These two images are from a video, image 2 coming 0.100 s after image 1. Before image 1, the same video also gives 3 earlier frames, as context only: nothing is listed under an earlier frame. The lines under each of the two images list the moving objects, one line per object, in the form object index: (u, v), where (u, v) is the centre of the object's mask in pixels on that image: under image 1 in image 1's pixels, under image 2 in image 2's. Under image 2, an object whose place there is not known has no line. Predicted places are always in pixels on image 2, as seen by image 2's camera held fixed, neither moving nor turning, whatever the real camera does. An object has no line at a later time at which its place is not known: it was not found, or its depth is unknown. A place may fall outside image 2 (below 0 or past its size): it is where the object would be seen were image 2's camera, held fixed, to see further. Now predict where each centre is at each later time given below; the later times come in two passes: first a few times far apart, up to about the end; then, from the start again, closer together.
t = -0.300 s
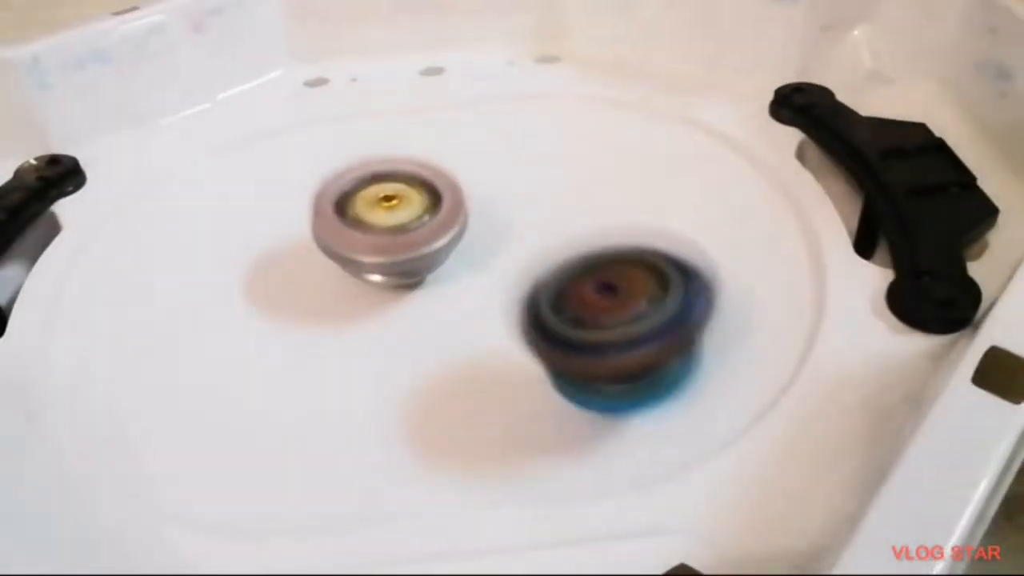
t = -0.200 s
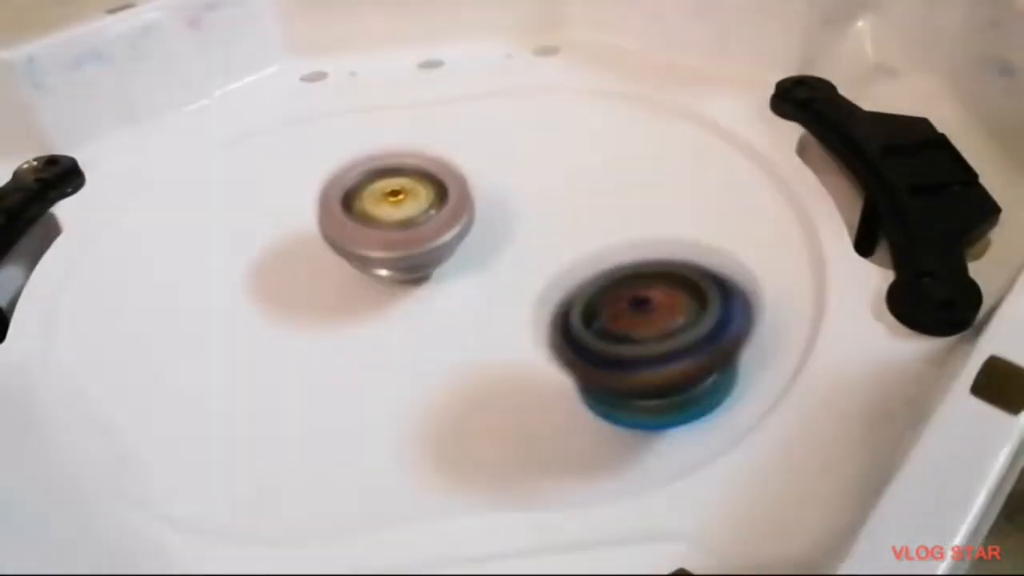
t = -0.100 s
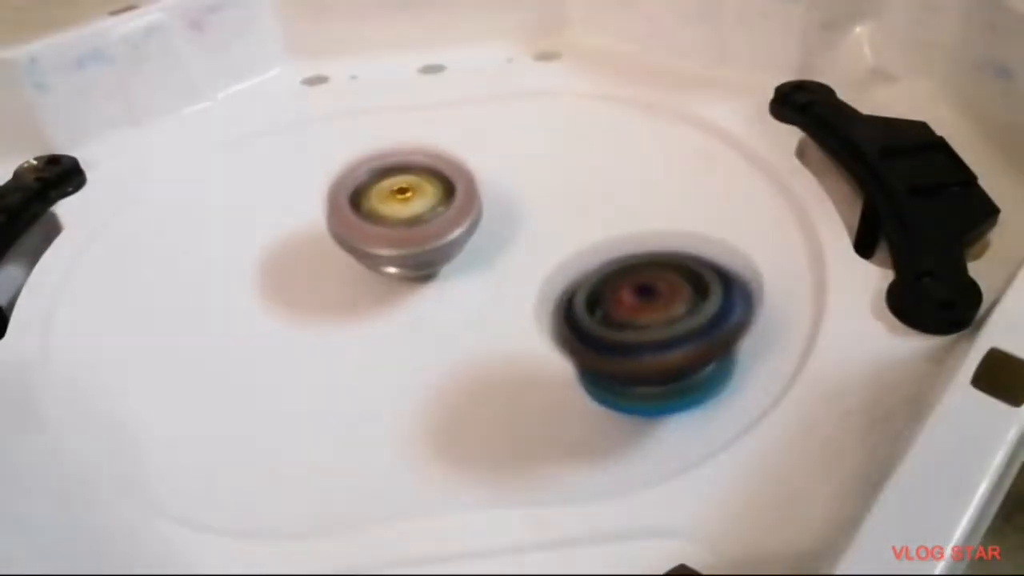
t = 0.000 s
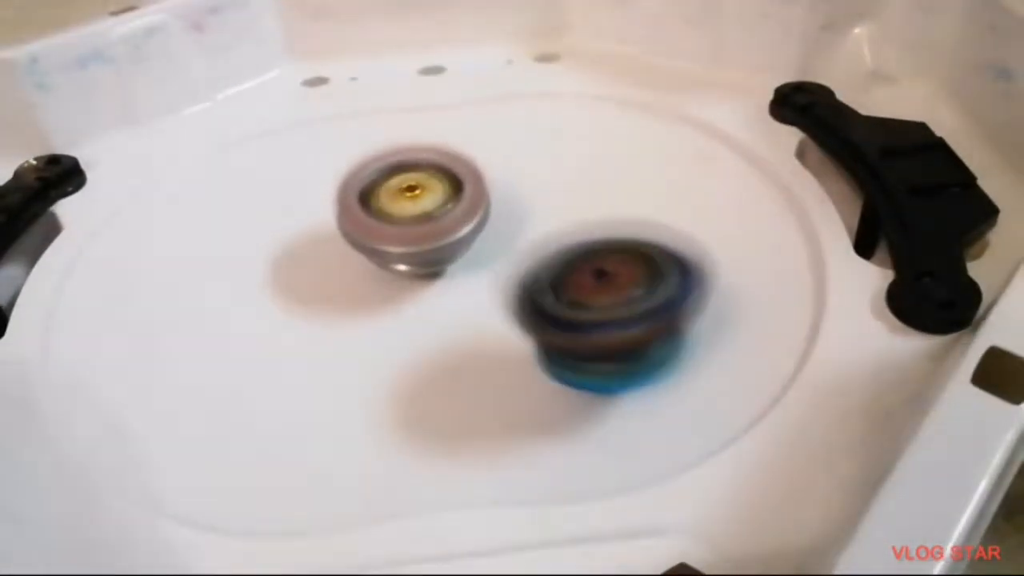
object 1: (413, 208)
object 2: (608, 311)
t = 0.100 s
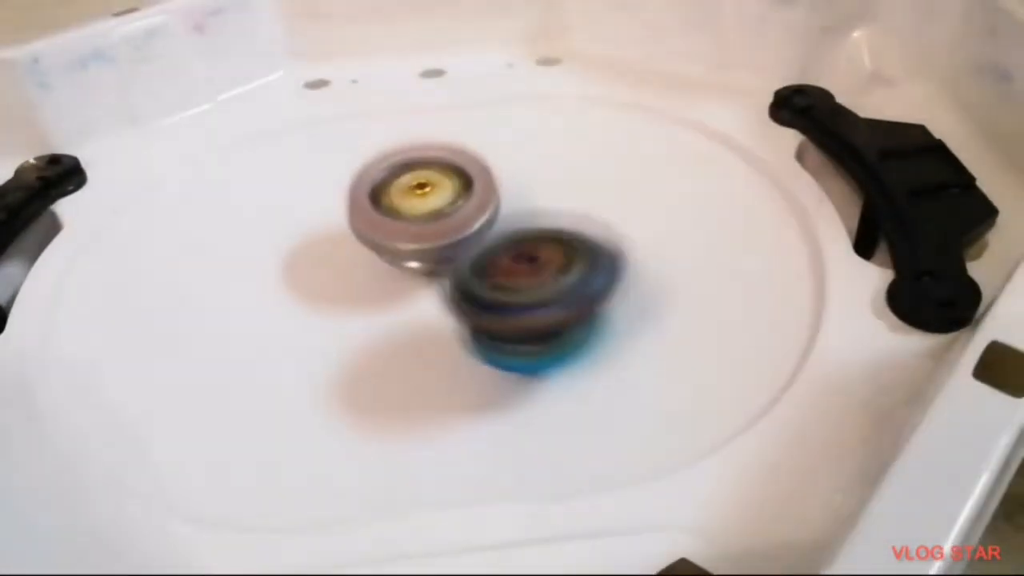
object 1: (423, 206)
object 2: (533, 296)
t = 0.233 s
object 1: (447, 187)
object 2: (409, 310)
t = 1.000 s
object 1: (557, 221)
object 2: (215, 199)
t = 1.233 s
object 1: (557, 234)
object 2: (109, 180)
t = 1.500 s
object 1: (522, 247)
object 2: (282, 183)
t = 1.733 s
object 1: (463, 259)
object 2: (441, 100)
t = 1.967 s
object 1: (383, 270)
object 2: (474, 104)
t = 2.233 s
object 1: (312, 256)
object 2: (632, 149)
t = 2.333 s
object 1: (304, 246)
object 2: (672, 149)
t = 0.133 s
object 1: (423, 199)
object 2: (506, 292)
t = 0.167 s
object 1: (428, 194)
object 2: (477, 291)
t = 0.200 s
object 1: (438, 188)
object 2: (442, 301)
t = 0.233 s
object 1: (447, 187)
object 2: (409, 310)
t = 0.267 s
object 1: (452, 189)
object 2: (376, 320)
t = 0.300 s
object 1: (456, 186)
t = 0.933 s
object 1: (523, 219)
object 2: (274, 235)
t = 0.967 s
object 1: (544, 219)
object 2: (245, 216)
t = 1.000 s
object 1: (557, 221)
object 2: (215, 199)
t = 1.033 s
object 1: (562, 223)
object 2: (186, 186)
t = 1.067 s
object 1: (563, 225)
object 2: (162, 177)
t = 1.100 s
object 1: (563, 227)
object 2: (139, 171)
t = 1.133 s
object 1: (563, 228)
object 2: (118, 166)
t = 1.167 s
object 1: (562, 230)
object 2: (103, 166)
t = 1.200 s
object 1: (559, 232)
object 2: (101, 172)
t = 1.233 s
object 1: (557, 234)
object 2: (109, 180)
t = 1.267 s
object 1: (554, 236)
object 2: (115, 185)
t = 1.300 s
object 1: (551, 237)
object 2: (125, 189)
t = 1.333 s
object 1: (547, 240)
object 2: (144, 194)
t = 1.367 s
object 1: (543, 241)
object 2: (163, 197)
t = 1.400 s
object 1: (539, 243)
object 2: (188, 198)
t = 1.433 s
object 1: (534, 245)
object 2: (218, 195)
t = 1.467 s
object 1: (528, 245)
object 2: (250, 191)
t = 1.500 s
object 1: (522, 247)
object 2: (282, 183)
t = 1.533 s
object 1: (515, 248)
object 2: (315, 175)
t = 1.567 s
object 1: (509, 251)
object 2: (348, 163)
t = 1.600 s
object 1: (501, 253)
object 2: (376, 152)
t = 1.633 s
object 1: (491, 255)
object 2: (399, 137)
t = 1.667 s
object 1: (482, 257)
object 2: (418, 124)
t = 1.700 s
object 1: (472, 258)
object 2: (432, 112)
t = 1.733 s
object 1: (463, 259)
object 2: (441, 100)
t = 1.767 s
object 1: (452, 260)
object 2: (447, 91)
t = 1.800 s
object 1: (436, 263)
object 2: (451, 86)
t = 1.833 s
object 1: (420, 267)
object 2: (454, 83)
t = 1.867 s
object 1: (409, 269)
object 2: (457, 84)
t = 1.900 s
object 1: (401, 270)
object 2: (460, 88)
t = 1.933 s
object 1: (393, 270)
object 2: (466, 95)
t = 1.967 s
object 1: (383, 270)
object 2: (474, 104)
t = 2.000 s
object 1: (373, 270)
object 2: (483, 113)
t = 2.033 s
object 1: (363, 269)
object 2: (498, 124)
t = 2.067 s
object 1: (353, 267)
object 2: (520, 133)
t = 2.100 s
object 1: (344, 266)
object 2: (543, 141)
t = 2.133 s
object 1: (334, 264)
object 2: (567, 145)
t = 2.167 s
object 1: (324, 262)
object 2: (591, 147)
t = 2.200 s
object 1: (318, 259)
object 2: (612, 148)
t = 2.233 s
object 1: (312, 256)
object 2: (632, 149)
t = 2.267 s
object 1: (308, 252)
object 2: (649, 149)
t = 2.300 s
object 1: (305, 249)
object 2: (661, 149)
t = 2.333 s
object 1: (304, 246)
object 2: (672, 149)
